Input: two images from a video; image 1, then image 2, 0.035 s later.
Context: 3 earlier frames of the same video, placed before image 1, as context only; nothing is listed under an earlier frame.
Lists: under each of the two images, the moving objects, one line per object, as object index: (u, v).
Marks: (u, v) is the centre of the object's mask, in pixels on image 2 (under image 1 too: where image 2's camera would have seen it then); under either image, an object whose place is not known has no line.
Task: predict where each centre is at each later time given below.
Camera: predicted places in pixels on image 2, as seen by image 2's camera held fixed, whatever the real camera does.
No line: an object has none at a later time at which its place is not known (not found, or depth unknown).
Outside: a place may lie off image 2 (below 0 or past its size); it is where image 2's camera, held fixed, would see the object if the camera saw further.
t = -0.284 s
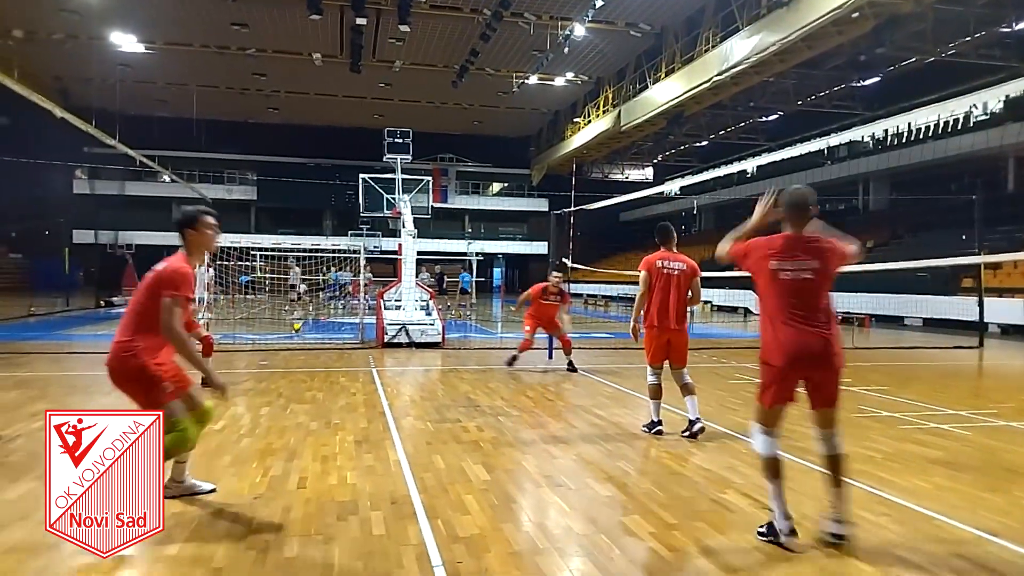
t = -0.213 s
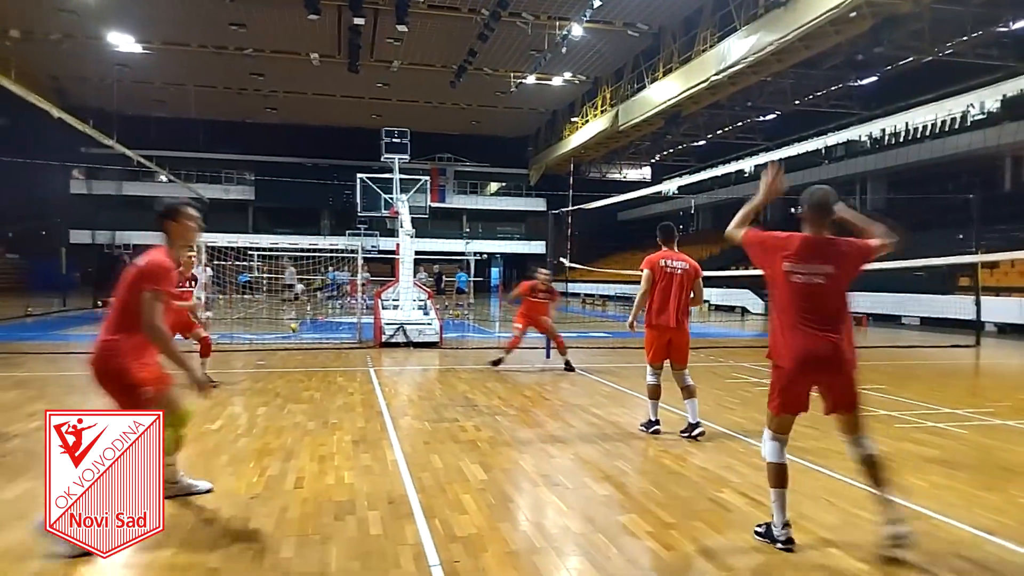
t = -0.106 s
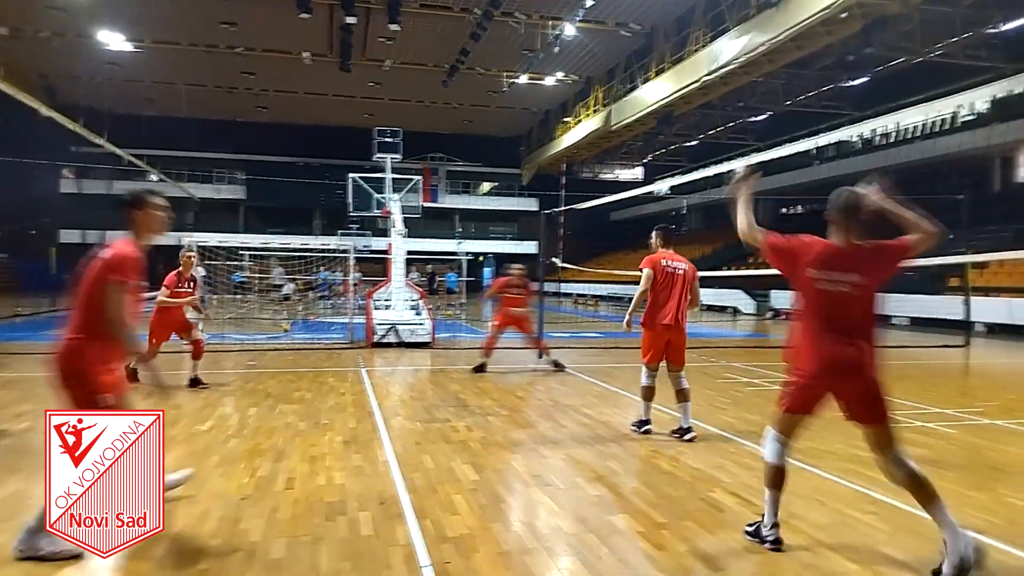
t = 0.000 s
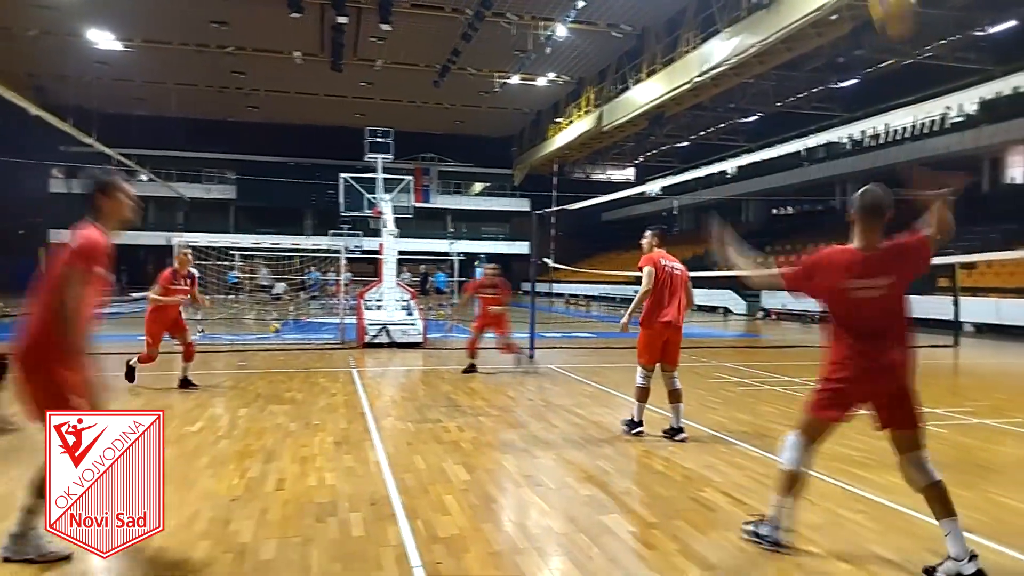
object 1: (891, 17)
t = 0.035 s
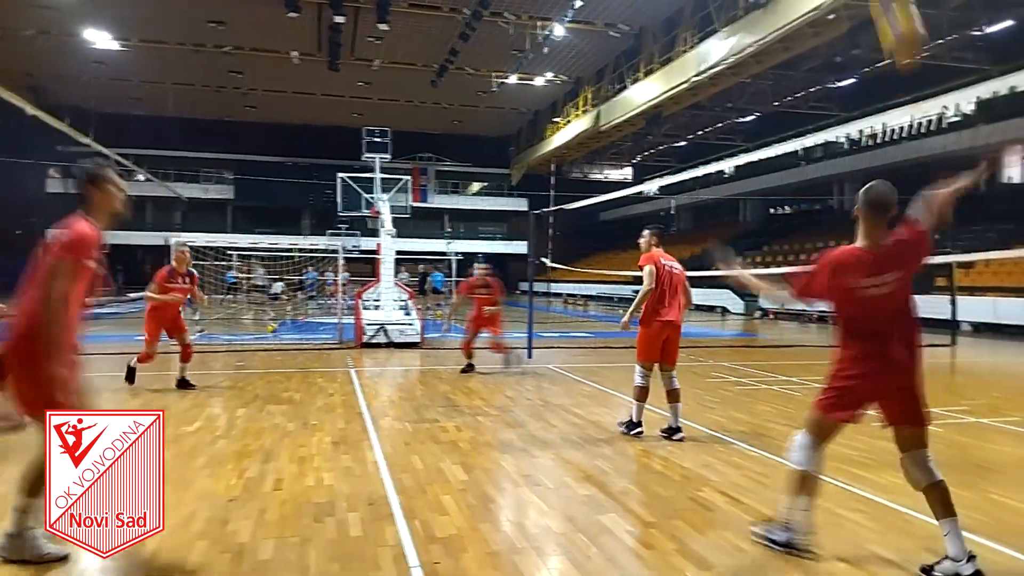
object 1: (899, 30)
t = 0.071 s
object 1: (911, 52)
